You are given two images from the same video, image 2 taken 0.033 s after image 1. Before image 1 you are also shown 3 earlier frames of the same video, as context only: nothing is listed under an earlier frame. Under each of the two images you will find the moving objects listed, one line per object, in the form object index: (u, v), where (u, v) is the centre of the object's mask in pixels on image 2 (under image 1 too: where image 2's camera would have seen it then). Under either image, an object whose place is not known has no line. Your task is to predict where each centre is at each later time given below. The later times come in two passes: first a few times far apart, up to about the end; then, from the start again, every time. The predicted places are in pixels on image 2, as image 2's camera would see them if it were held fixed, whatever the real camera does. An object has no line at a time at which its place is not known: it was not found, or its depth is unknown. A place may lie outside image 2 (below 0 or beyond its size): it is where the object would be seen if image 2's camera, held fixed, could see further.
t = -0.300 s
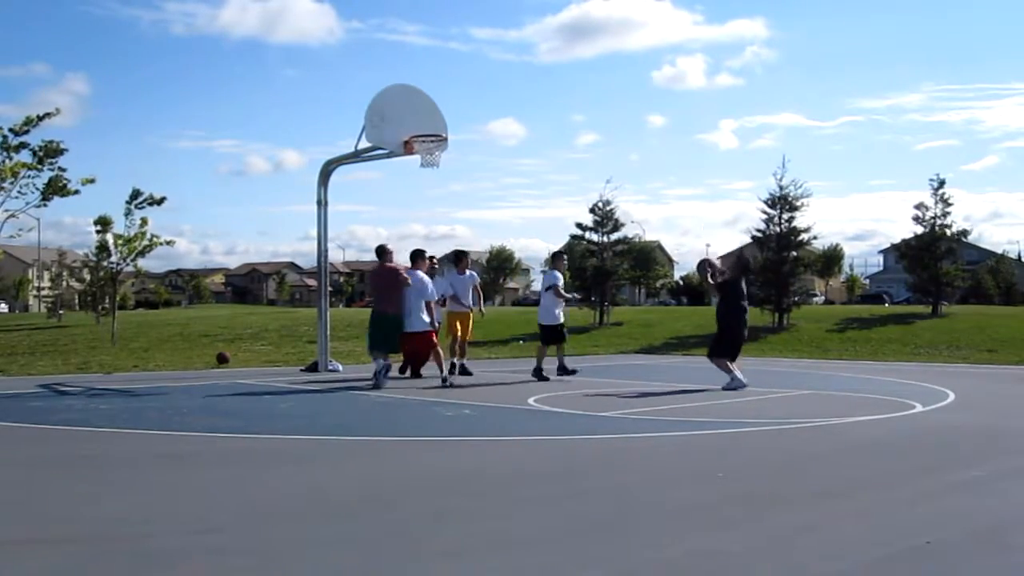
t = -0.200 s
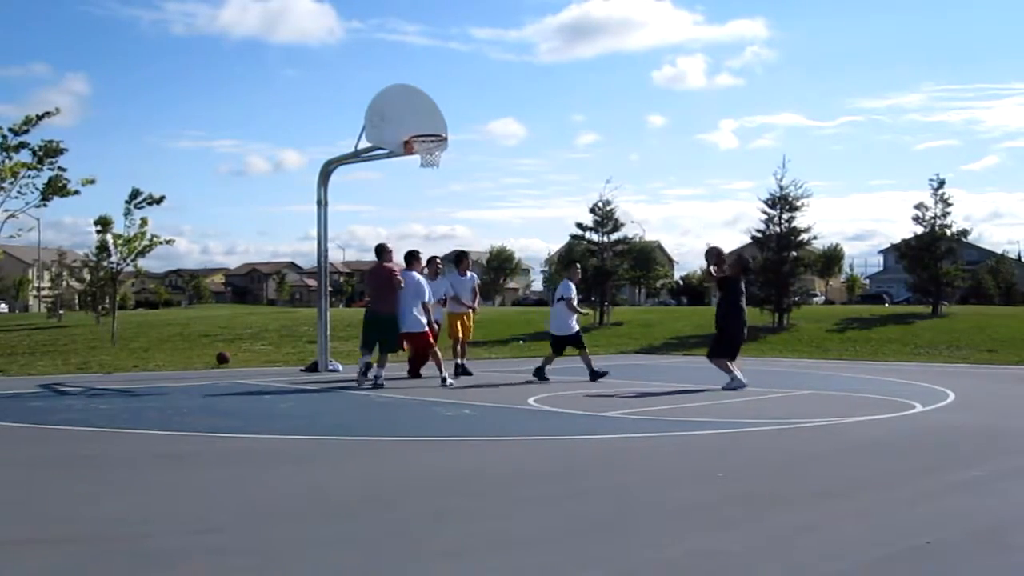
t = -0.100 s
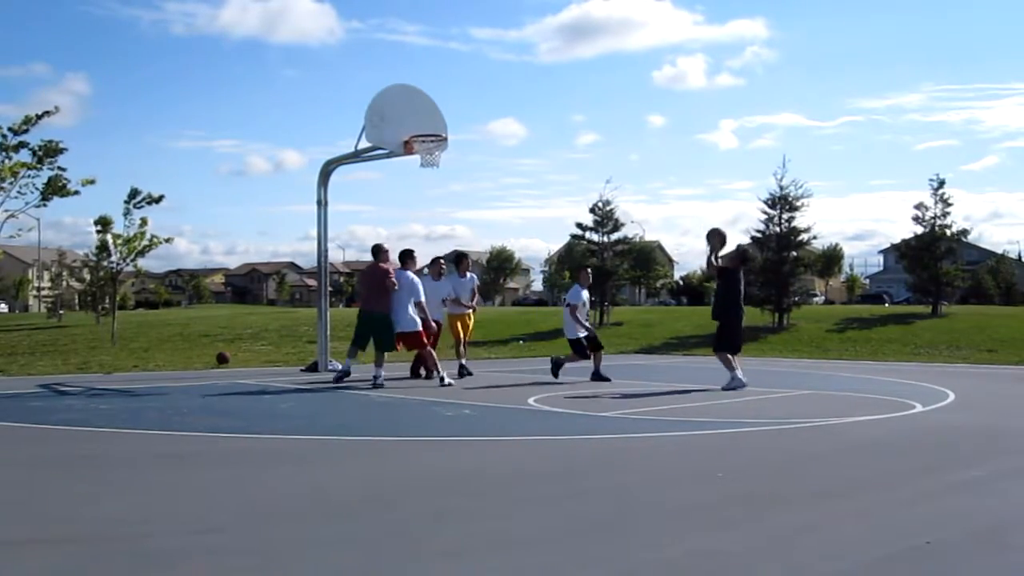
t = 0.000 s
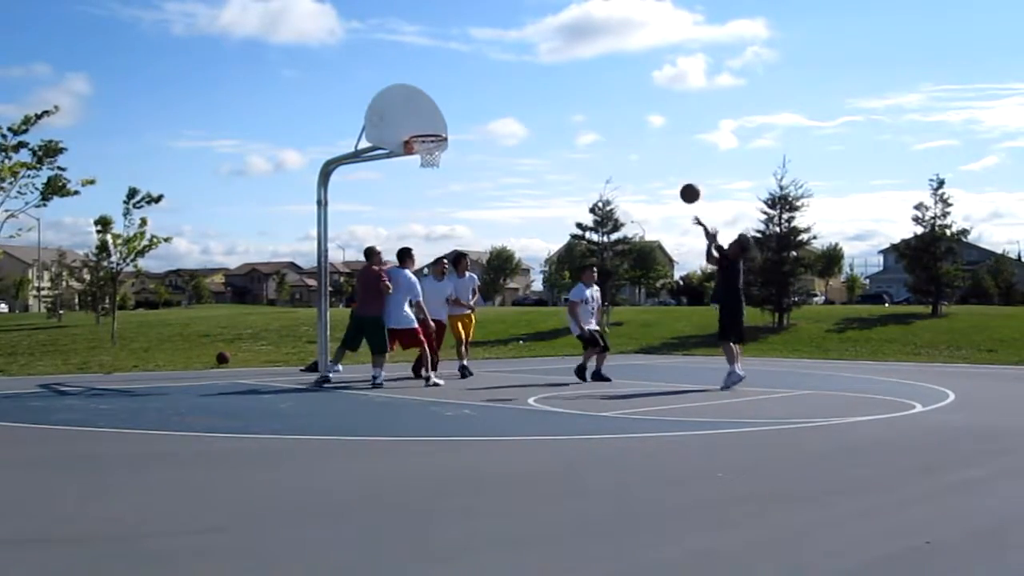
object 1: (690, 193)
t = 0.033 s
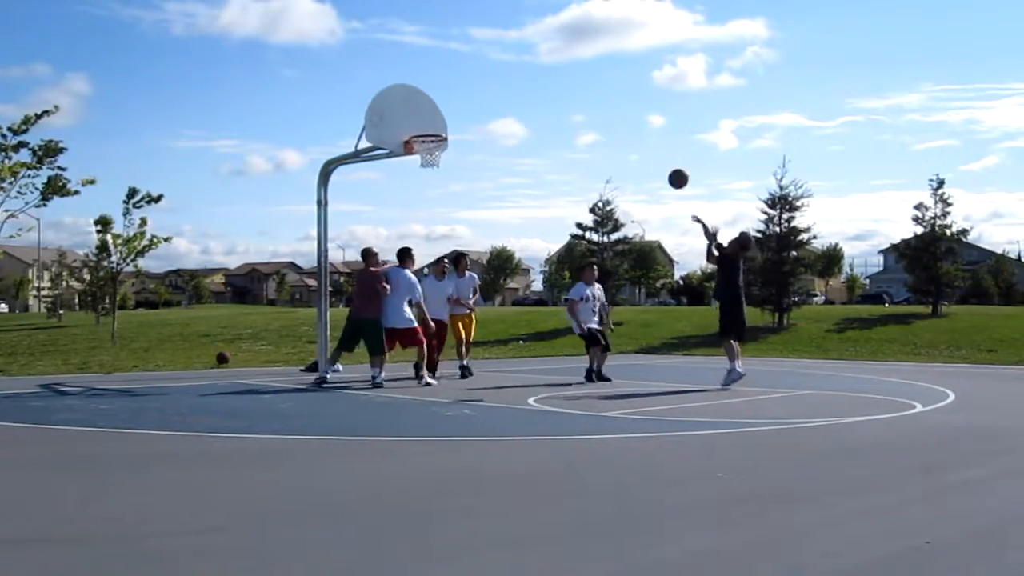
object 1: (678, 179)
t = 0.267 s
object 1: (599, 106)
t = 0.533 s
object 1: (517, 80)
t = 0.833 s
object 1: (434, 119)
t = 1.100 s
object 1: (480, 111)
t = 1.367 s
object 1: (537, 128)
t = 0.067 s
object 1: (666, 165)
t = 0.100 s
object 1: (654, 153)
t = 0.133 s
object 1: (643, 142)
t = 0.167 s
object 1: (632, 131)
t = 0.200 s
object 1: (621, 122)
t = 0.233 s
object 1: (610, 113)
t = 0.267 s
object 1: (599, 106)
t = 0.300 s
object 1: (588, 100)
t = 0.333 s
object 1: (578, 94)
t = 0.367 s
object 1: (567, 89)
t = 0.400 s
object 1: (558, 86)
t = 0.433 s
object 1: (547, 83)
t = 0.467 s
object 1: (537, 81)
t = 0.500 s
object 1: (527, 80)
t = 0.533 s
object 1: (517, 80)
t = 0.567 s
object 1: (507, 81)
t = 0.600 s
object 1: (497, 83)
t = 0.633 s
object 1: (488, 86)
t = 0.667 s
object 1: (479, 90)
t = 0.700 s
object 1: (470, 94)
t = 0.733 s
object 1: (461, 99)
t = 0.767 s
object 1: (452, 105)
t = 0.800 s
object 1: (443, 112)
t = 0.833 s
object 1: (434, 119)
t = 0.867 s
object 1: (434, 126)
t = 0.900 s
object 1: (438, 131)
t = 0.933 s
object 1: (444, 128)
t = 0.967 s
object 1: (451, 124)
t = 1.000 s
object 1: (458, 119)
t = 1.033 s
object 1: (466, 116)
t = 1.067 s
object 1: (473, 113)
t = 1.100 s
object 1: (480, 111)
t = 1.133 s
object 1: (487, 110)
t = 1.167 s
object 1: (494, 110)
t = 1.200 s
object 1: (501, 111)
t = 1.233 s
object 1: (508, 112)
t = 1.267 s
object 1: (515, 115)
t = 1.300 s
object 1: (523, 118)
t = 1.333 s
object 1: (530, 122)
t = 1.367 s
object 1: (537, 128)
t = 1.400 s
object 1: (544, 134)
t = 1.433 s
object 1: (551, 140)
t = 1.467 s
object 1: (558, 148)
